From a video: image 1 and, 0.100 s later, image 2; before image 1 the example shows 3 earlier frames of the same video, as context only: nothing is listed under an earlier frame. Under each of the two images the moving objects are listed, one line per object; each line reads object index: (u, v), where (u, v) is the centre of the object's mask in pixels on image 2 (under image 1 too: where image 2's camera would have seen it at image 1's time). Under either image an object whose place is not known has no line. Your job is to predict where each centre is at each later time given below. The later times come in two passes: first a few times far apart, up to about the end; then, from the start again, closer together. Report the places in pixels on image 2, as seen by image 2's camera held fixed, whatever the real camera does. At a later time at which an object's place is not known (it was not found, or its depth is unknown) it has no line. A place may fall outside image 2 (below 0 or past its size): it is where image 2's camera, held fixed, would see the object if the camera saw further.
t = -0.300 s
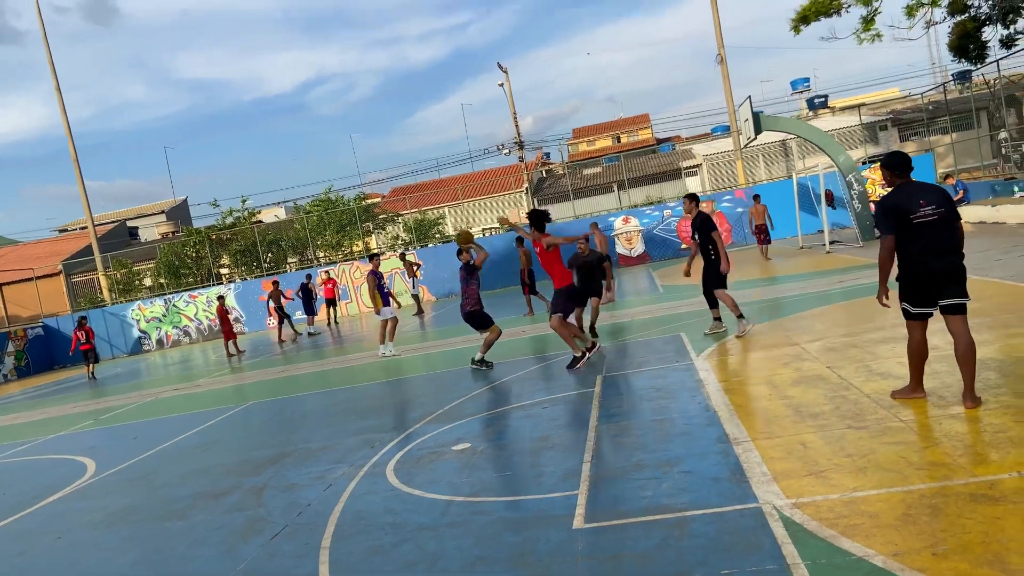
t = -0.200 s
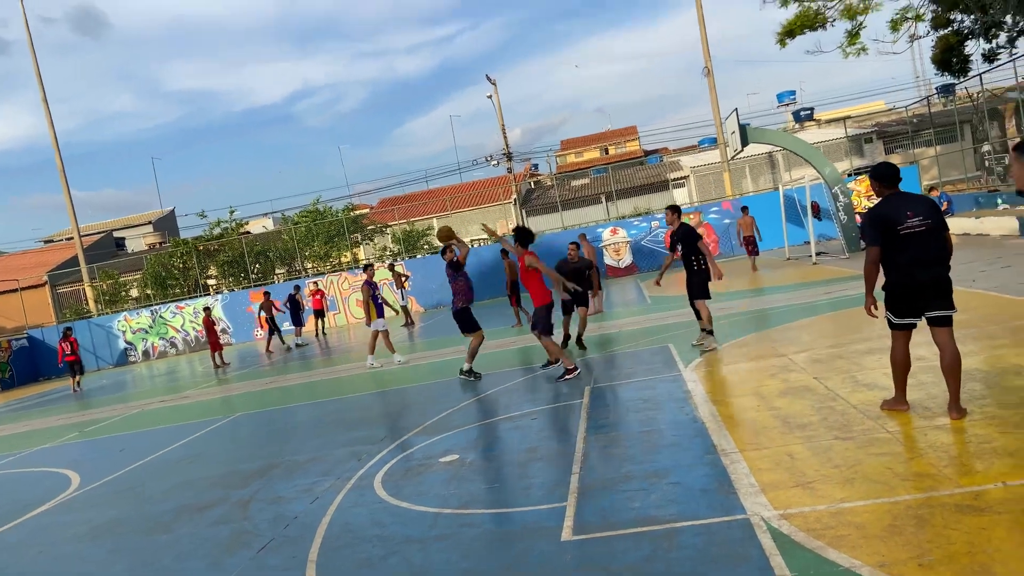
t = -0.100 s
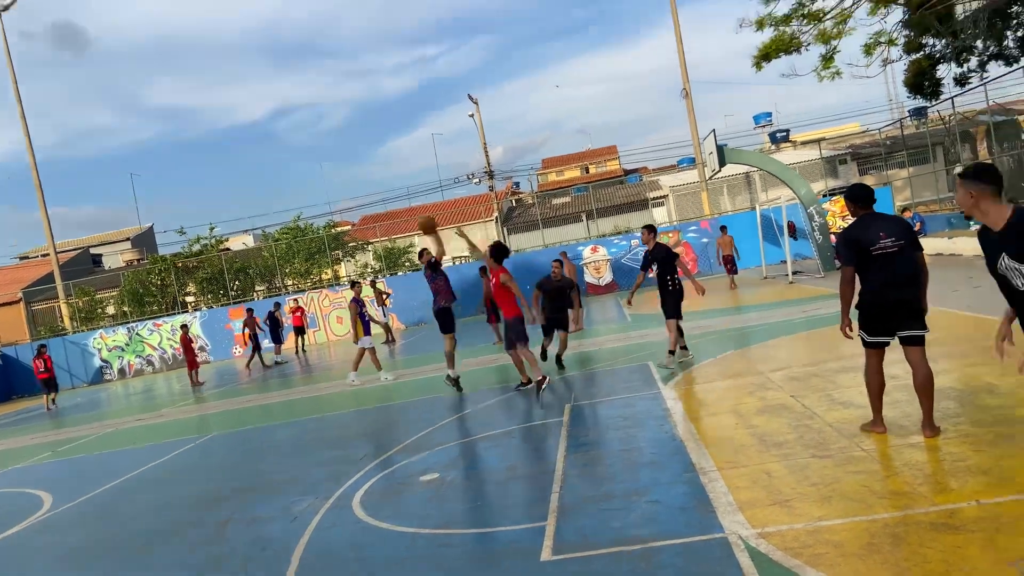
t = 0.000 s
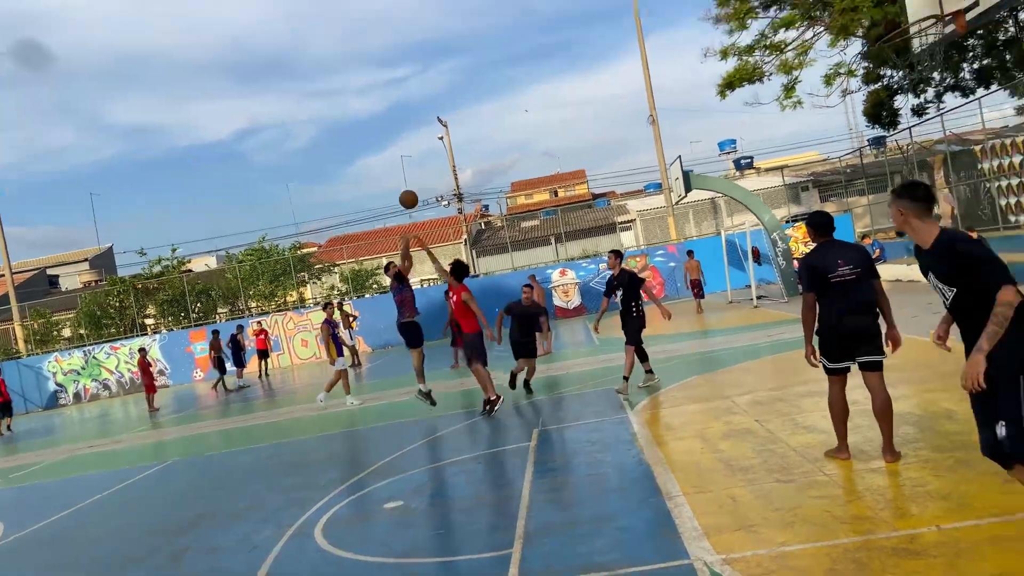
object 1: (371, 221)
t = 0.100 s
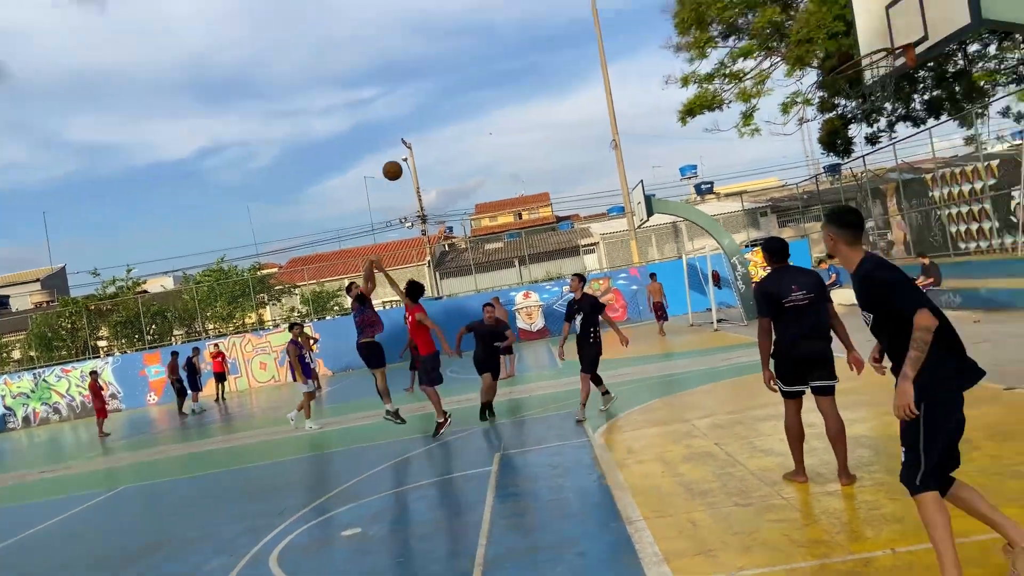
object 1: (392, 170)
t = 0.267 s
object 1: (433, 99)
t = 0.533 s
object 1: (516, 18)
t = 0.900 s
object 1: (680, 2)
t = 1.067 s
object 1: (781, 41)
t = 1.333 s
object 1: (845, 11)
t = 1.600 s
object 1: (877, 5)
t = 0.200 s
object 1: (416, 126)
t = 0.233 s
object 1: (424, 112)
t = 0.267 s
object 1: (433, 99)
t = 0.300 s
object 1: (442, 86)
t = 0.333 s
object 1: (451, 74)
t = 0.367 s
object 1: (461, 63)
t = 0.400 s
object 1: (471, 52)
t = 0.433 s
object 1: (482, 42)
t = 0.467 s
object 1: (493, 33)
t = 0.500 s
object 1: (504, 25)
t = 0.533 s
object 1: (516, 18)
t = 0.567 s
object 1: (528, 12)
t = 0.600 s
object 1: (541, 6)
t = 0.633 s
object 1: (554, 1)
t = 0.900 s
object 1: (680, 2)
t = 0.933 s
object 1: (699, 6)
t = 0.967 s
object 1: (718, 12)
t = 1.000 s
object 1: (739, 21)
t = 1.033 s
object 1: (761, 31)
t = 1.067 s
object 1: (781, 41)
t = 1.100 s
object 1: (805, 55)
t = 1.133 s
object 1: (828, 64)
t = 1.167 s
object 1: (832, 57)
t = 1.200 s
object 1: (835, 51)
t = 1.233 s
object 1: (840, 39)
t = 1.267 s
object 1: (840, 28)
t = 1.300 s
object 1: (843, 19)
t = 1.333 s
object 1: (845, 11)
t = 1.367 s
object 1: (849, 5)
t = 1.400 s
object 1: (850, 2)
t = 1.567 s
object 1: (872, 1)
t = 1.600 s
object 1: (877, 5)
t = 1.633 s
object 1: (882, 11)
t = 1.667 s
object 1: (887, 18)
